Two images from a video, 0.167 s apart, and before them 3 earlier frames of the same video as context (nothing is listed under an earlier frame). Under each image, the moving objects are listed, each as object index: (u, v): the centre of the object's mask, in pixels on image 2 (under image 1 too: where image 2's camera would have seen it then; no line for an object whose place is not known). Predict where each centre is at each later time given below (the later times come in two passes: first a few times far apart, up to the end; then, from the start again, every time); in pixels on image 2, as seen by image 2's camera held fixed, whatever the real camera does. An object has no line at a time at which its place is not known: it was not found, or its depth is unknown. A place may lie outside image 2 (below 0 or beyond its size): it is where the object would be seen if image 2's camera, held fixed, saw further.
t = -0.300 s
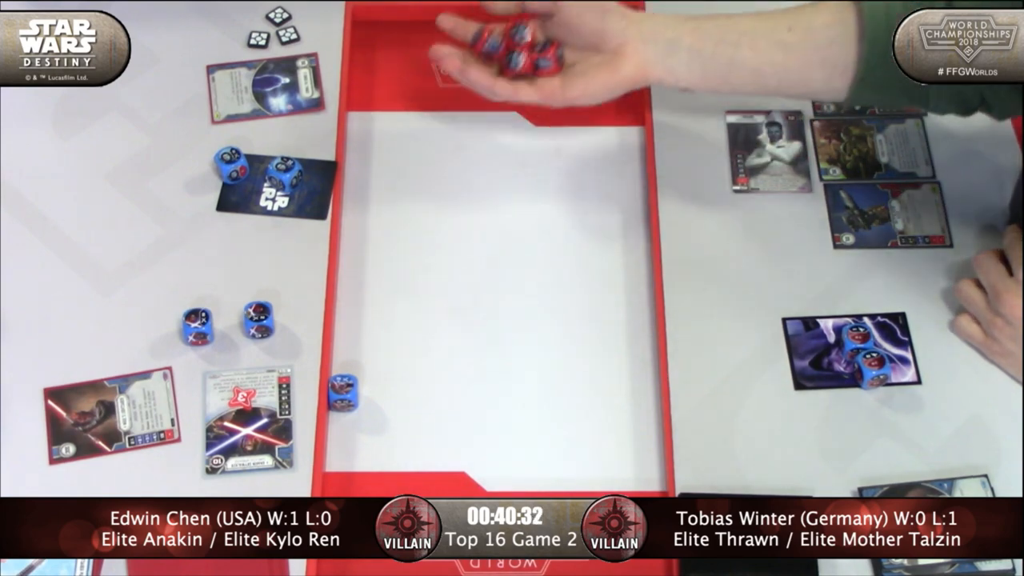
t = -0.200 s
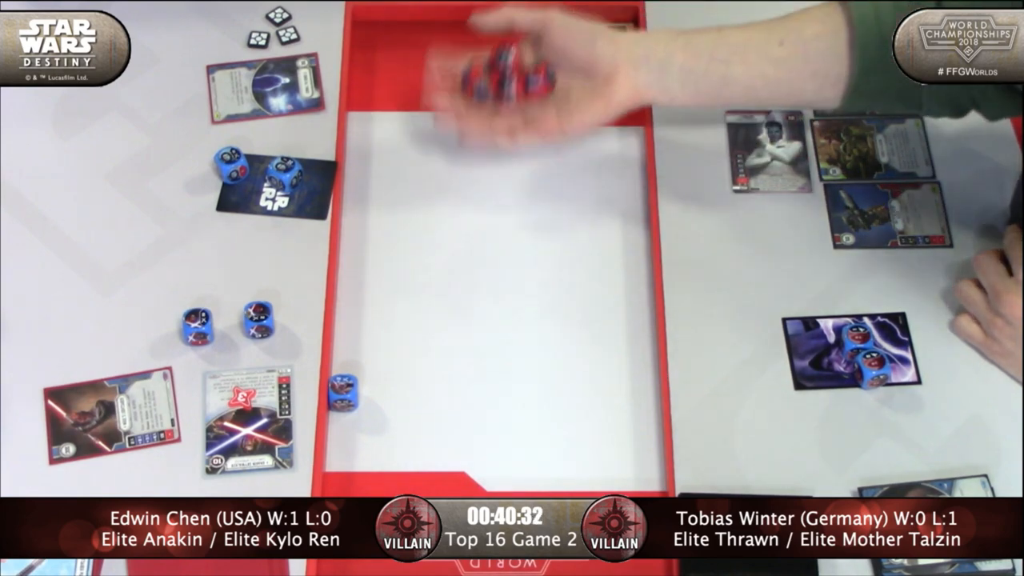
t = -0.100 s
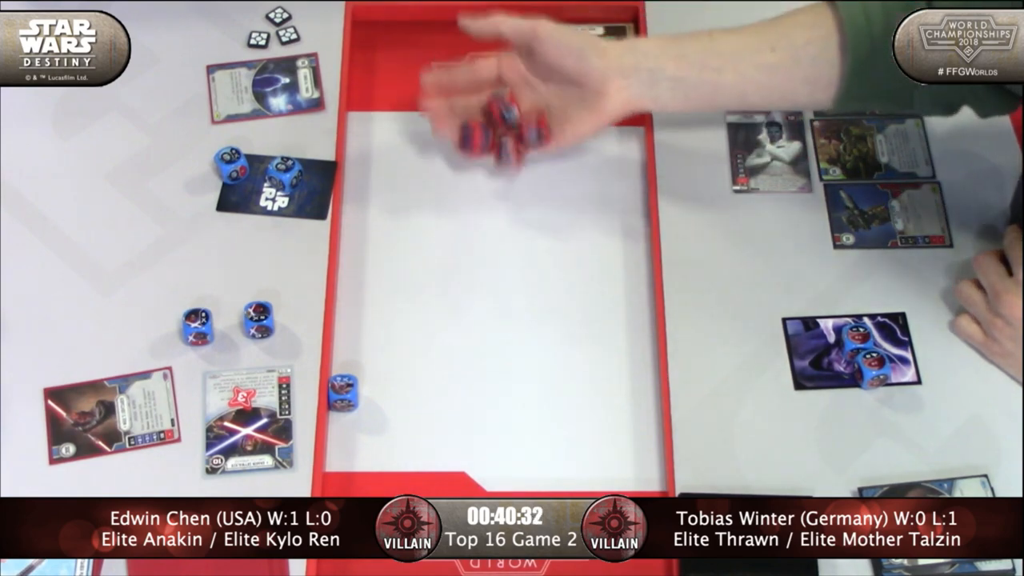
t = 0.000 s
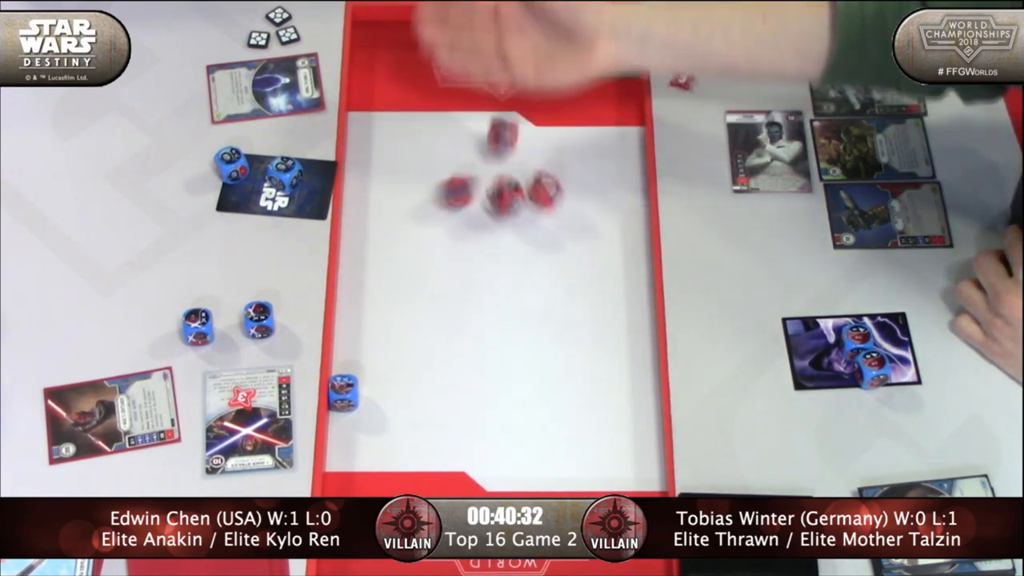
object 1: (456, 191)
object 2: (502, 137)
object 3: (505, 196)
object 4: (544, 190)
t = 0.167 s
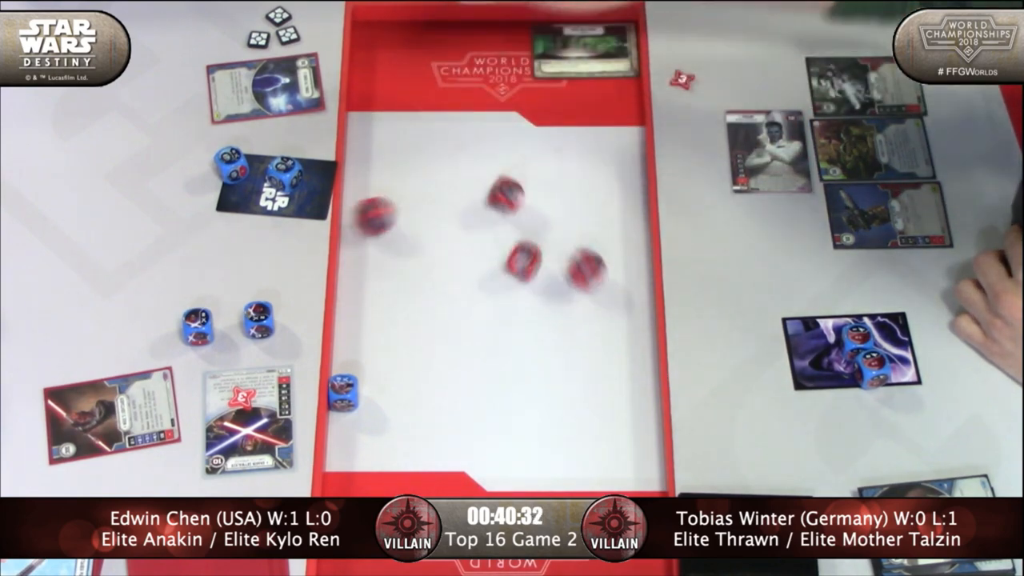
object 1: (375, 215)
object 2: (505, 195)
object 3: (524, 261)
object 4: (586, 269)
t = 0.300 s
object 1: (379, 229)
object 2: (525, 226)
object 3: (503, 289)
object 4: (600, 329)
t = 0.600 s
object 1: (384, 230)
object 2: (525, 246)
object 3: (488, 328)
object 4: (595, 403)
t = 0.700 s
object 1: (384, 230)
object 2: (525, 246)
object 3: (488, 328)
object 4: (597, 407)
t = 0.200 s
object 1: (358, 219)
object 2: (508, 202)
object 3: (520, 270)
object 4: (593, 283)
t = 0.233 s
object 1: (362, 223)
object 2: (514, 211)
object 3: (517, 277)
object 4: (598, 299)
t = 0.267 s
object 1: (372, 227)
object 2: (521, 218)
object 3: (510, 283)
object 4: (600, 316)
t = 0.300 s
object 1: (379, 229)
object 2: (525, 226)
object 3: (503, 289)
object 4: (600, 329)
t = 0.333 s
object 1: (383, 229)
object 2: (525, 234)
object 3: (496, 295)
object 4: (604, 340)
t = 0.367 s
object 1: (384, 230)
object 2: (524, 241)
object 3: (489, 302)
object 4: (608, 351)
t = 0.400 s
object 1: (384, 230)
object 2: (524, 246)
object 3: (486, 311)
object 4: (612, 363)
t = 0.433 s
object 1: (384, 230)
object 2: (524, 247)
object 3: (486, 319)
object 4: (611, 373)
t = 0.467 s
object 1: (384, 230)
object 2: (525, 247)
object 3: (488, 326)
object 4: (610, 382)
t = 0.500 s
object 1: (384, 230)
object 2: (525, 246)
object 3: (488, 328)
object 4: (609, 388)
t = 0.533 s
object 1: (384, 230)
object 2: (525, 246)
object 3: (488, 328)
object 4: (607, 394)
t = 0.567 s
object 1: (384, 230)
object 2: (525, 246)
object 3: (488, 328)
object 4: (600, 399)
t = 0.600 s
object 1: (384, 230)
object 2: (525, 246)
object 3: (488, 328)
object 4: (595, 403)
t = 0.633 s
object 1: (384, 230)
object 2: (525, 246)
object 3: (488, 328)
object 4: (594, 406)
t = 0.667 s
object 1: (384, 230)
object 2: (525, 246)
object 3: (488, 328)
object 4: (595, 408)
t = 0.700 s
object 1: (384, 230)
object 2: (525, 246)
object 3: (488, 328)
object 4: (597, 407)
